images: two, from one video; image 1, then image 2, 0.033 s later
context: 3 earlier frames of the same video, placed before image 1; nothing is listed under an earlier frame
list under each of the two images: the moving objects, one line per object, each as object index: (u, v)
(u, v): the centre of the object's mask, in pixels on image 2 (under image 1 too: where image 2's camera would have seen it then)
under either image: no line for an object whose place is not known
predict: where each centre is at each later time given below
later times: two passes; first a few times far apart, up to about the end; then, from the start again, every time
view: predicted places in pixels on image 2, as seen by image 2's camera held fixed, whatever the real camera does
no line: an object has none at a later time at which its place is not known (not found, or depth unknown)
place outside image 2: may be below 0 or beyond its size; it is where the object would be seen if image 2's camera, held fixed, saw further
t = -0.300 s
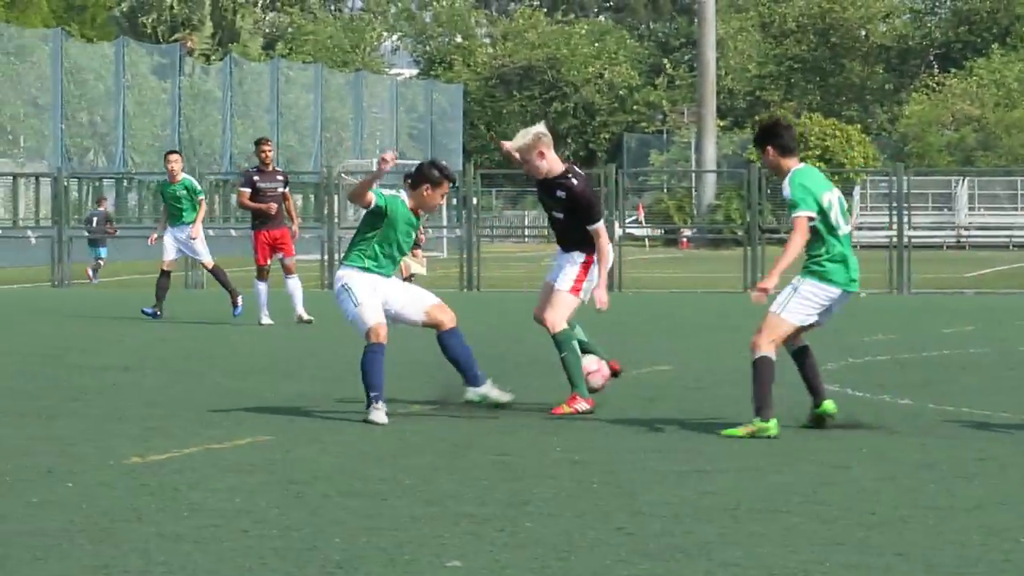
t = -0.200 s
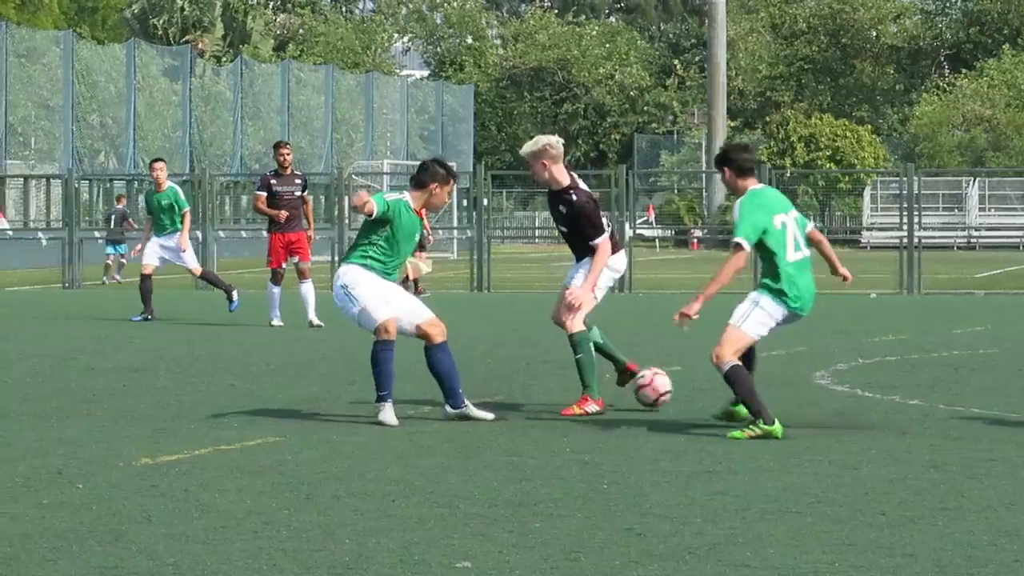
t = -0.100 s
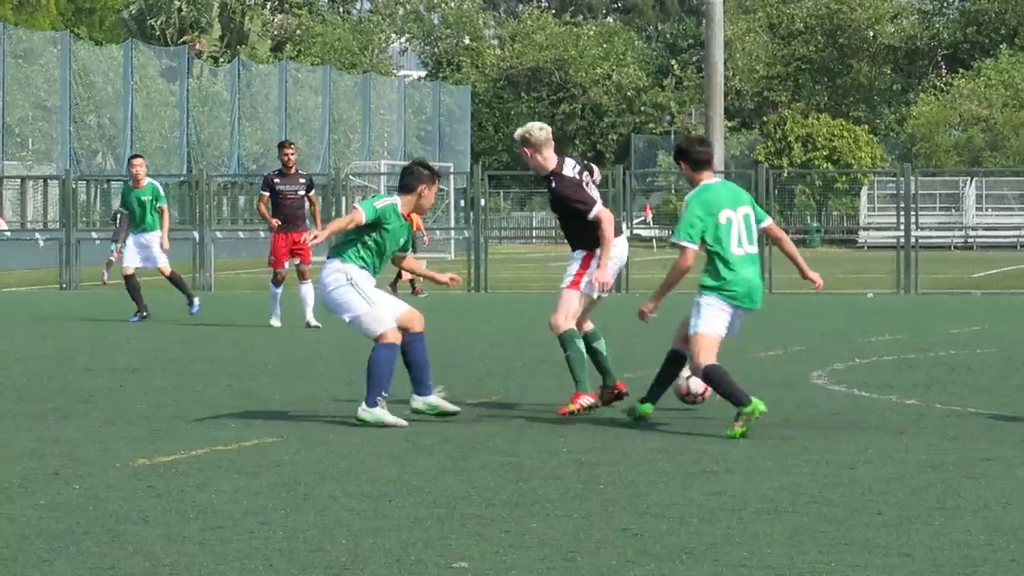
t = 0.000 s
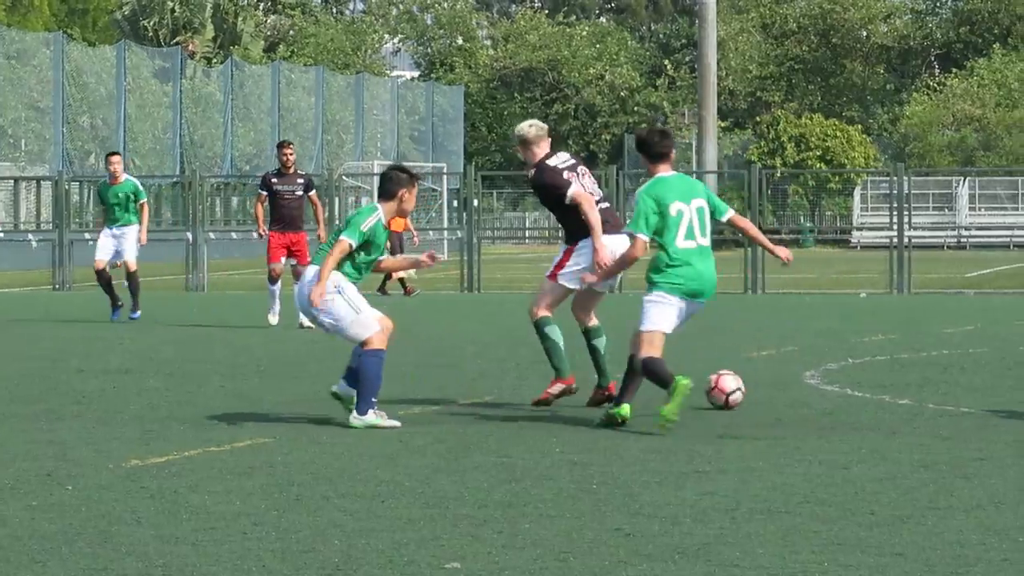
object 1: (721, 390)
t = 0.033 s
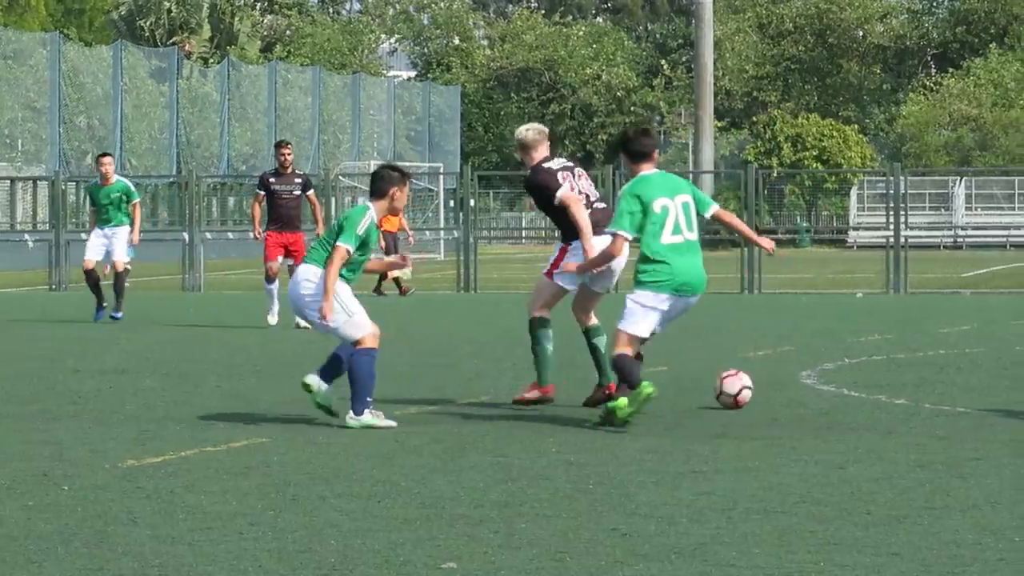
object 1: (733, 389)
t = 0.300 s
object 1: (820, 387)
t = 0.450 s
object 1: (866, 385)
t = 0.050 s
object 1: (739, 388)
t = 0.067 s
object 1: (744, 387)
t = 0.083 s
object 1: (751, 387)
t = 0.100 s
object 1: (756, 387)
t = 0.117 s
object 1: (762, 388)
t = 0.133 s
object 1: (767, 389)
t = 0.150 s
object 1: (773, 388)
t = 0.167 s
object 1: (778, 388)
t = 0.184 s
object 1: (783, 388)
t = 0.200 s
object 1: (789, 388)
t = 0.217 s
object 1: (794, 388)
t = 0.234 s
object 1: (799, 387)
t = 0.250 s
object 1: (805, 387)
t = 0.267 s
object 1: (810, 387)
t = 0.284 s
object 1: (815, 387)
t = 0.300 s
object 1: (820, 387)
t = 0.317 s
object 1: (825, 387)
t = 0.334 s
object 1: (831, 386)
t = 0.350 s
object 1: (836, 386)
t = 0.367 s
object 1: (841, 386)
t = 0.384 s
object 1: (846, 386)
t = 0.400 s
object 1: (851, 385)
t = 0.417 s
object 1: (856, 386)
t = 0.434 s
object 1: (861, 385)
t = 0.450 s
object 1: (866, 385)
